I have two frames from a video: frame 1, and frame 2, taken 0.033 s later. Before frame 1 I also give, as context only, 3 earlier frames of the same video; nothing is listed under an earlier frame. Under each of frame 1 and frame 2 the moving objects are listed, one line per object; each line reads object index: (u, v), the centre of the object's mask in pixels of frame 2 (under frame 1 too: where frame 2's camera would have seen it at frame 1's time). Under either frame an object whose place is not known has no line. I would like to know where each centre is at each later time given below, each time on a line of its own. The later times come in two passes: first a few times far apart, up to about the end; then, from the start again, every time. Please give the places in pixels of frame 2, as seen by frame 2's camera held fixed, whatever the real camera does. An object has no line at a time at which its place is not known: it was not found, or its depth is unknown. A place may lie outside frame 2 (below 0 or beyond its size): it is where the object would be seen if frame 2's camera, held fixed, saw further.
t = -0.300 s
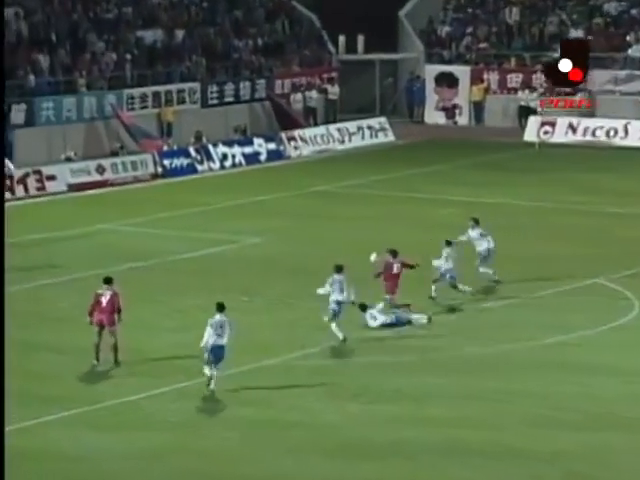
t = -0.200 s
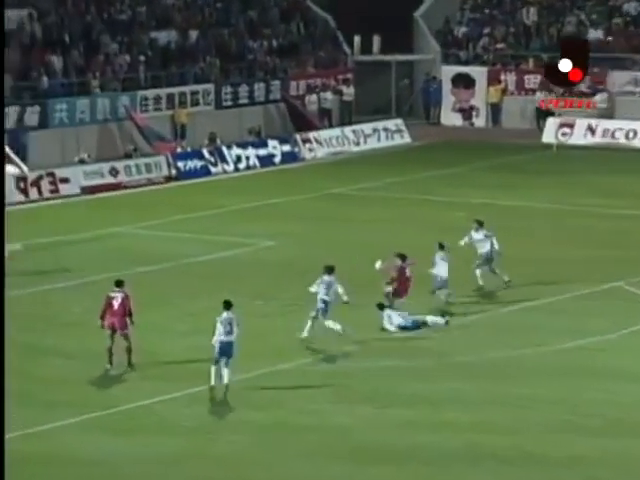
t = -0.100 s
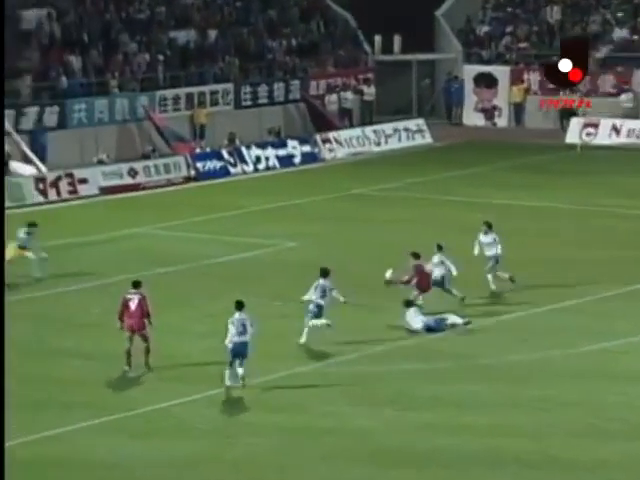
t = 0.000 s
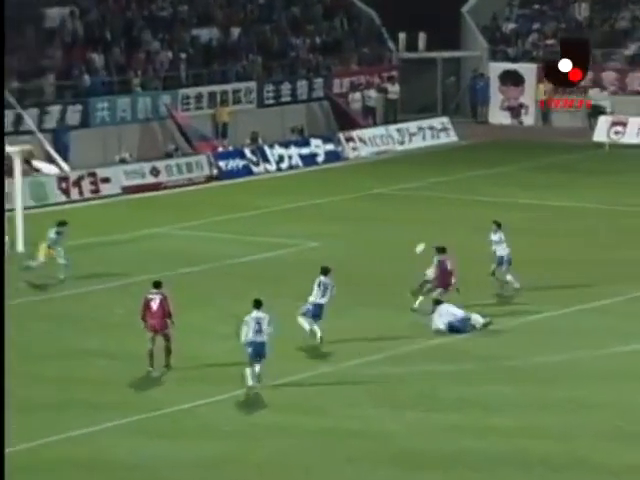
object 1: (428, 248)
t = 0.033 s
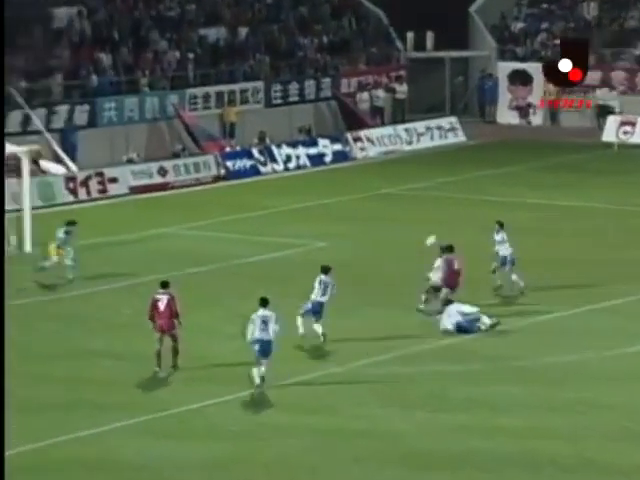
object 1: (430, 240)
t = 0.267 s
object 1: (447, 198)
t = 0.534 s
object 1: (466, 181)
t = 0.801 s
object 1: (484, 195)
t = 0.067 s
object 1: (432, 233)
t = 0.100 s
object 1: (435, 226)
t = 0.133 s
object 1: (437, 219)
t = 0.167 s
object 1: (440, 214)
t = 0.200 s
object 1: (442, 208)
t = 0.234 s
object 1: (444, 203)
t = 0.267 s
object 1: (447, 198)
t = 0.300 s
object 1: (449, 194)
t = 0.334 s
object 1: (451, 191)
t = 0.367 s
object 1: (454, 188)
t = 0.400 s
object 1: (456, 186)
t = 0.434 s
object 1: (459, 183)
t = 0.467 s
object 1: (461, 182)
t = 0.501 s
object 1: (463, 181)
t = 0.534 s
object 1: (466, 181)
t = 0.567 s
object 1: (468, 181)
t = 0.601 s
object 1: (470, 181)
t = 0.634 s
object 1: (473, 182)
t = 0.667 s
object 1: (475, 184)
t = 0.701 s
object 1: (477, 186)
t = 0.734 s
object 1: (480, 189)
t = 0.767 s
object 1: (482, 192)
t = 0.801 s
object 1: (484, 195)
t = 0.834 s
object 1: (487, 199)
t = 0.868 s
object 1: (489, 204)
